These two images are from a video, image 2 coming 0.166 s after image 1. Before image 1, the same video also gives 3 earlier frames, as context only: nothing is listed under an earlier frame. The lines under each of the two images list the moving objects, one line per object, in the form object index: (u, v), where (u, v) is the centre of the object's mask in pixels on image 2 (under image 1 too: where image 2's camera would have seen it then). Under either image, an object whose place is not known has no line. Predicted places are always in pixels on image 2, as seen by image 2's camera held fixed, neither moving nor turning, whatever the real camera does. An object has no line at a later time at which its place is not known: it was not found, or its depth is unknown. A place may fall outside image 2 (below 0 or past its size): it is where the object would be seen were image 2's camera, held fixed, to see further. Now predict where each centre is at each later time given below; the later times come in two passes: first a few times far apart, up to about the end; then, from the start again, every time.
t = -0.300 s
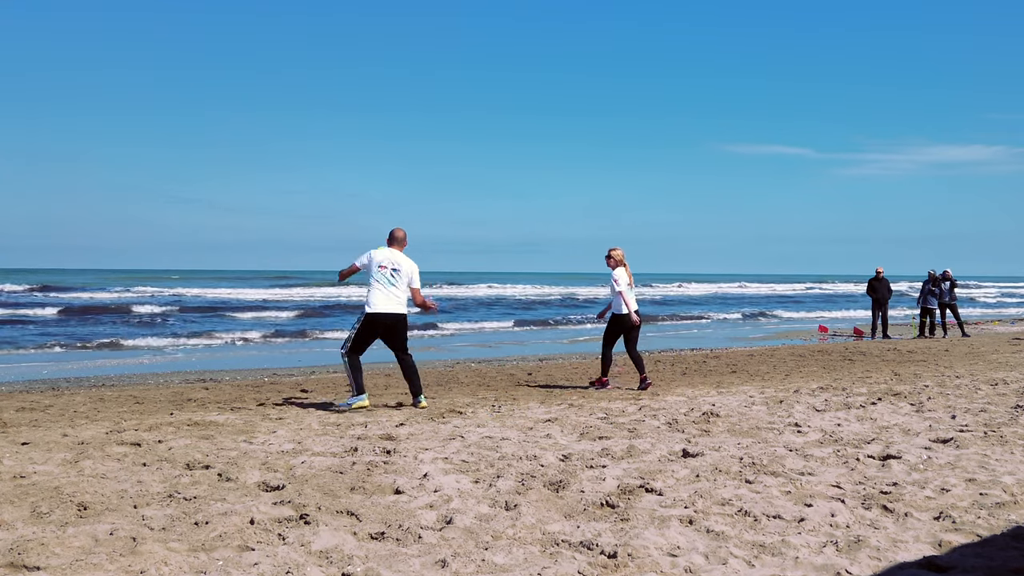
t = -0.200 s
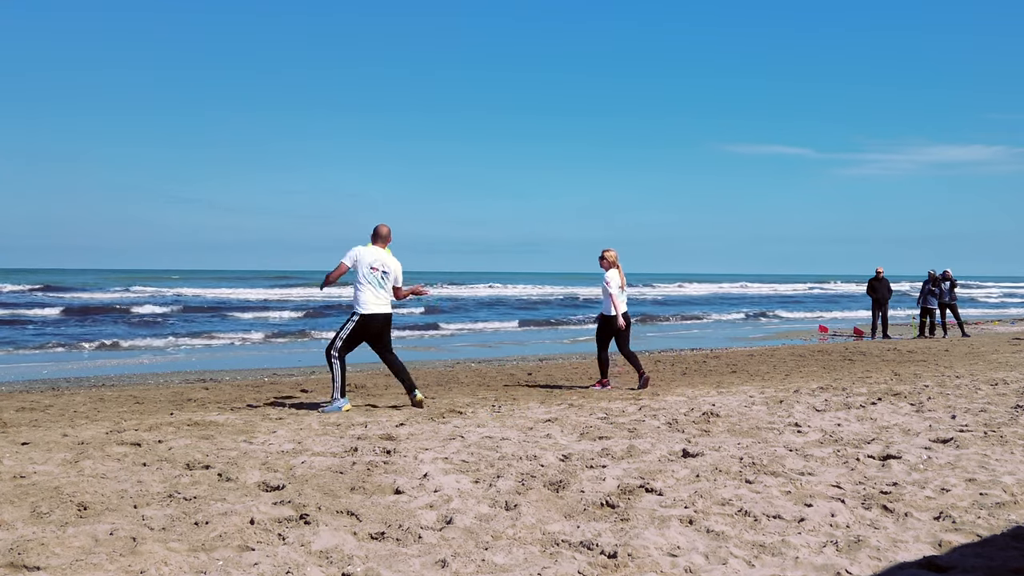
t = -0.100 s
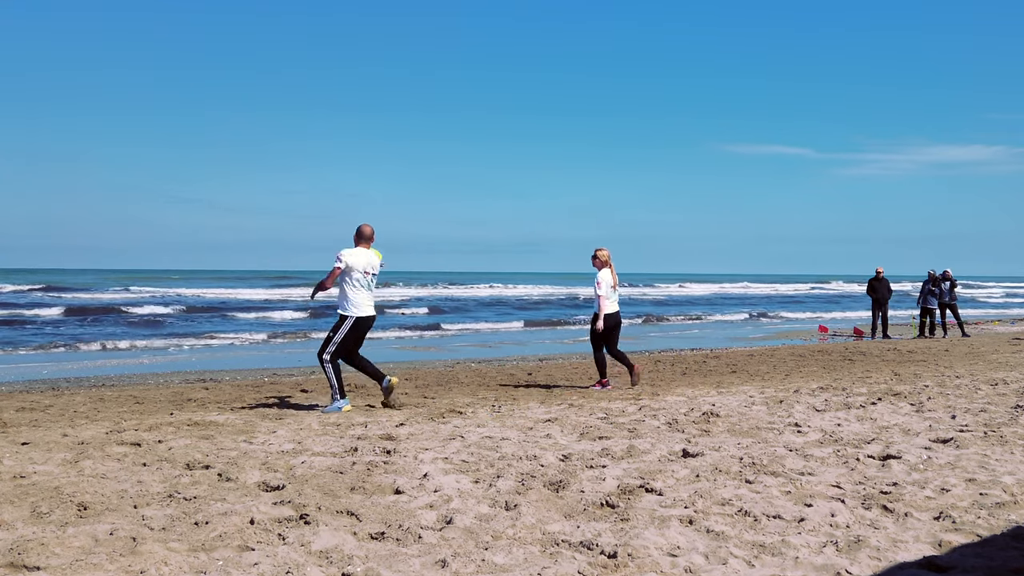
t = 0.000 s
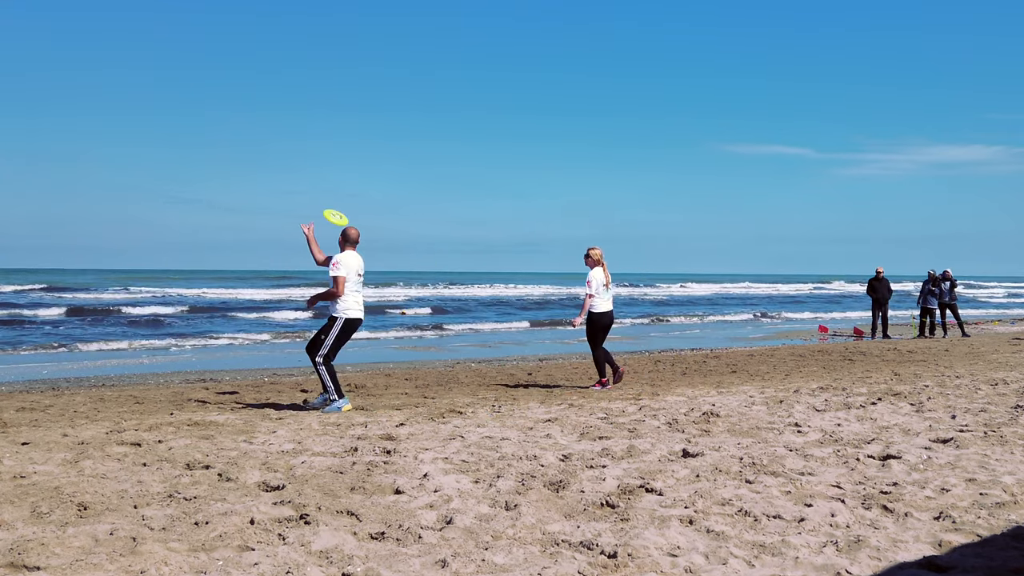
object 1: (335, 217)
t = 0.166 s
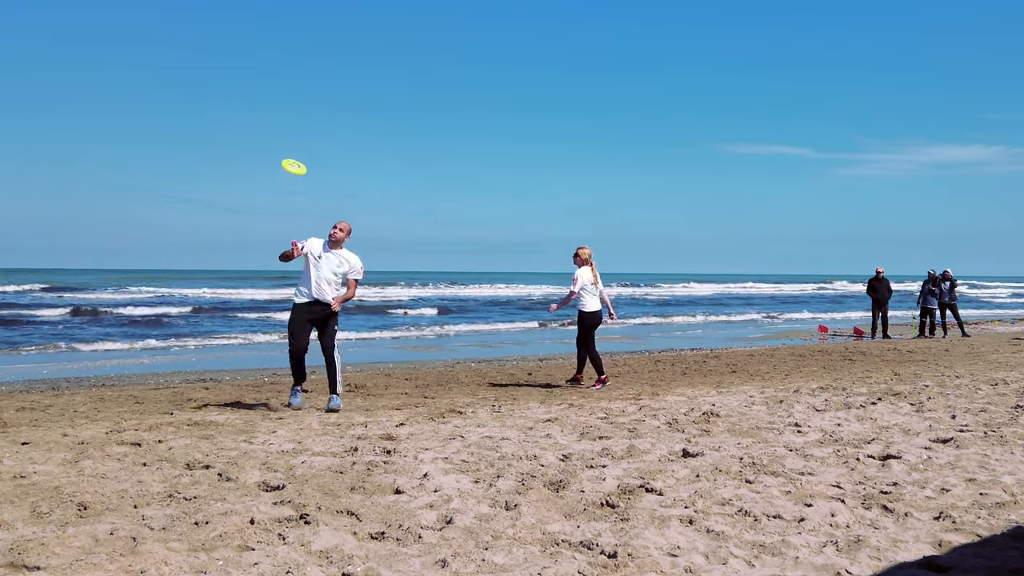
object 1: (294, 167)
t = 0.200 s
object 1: (287, 158)
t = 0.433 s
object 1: (249, 115)
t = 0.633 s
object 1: (226, 99)
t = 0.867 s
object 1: (208, 101)
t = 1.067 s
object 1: (196, 123)
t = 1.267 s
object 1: (189, 164)
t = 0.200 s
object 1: (287, 158)
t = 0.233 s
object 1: (280, 150)
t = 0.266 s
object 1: (274, 143)
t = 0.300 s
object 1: (268, 136)
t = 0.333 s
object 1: (263, 130)
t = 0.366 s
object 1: (258, 125)
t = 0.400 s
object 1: (253, 120)
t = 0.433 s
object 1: (249, 115)
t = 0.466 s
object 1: (244, 112)
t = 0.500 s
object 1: (240, 108)
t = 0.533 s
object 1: (236, 105)
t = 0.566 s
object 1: (233, 103)
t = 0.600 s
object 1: (230, 100)
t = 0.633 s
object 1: (226, 99)
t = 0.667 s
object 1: (223, 98)
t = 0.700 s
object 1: (220, 97)
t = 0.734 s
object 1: (218, 97)
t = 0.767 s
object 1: (215, 97)
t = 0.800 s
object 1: (212, 98)
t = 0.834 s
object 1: (210, 99)
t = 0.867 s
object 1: (208, 101)
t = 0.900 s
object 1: (206, 103)
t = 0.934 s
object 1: (204, 106)
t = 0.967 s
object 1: (202, 109)
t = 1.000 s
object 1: (200, 113)
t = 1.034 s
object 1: (198, 118)
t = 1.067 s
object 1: (196, 123)
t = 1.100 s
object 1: (195, 128)
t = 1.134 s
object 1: (194, 134)
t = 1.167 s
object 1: (193, 141)
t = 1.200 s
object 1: (191, 148)
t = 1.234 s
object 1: (190, 156)
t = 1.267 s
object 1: (189, 164)
